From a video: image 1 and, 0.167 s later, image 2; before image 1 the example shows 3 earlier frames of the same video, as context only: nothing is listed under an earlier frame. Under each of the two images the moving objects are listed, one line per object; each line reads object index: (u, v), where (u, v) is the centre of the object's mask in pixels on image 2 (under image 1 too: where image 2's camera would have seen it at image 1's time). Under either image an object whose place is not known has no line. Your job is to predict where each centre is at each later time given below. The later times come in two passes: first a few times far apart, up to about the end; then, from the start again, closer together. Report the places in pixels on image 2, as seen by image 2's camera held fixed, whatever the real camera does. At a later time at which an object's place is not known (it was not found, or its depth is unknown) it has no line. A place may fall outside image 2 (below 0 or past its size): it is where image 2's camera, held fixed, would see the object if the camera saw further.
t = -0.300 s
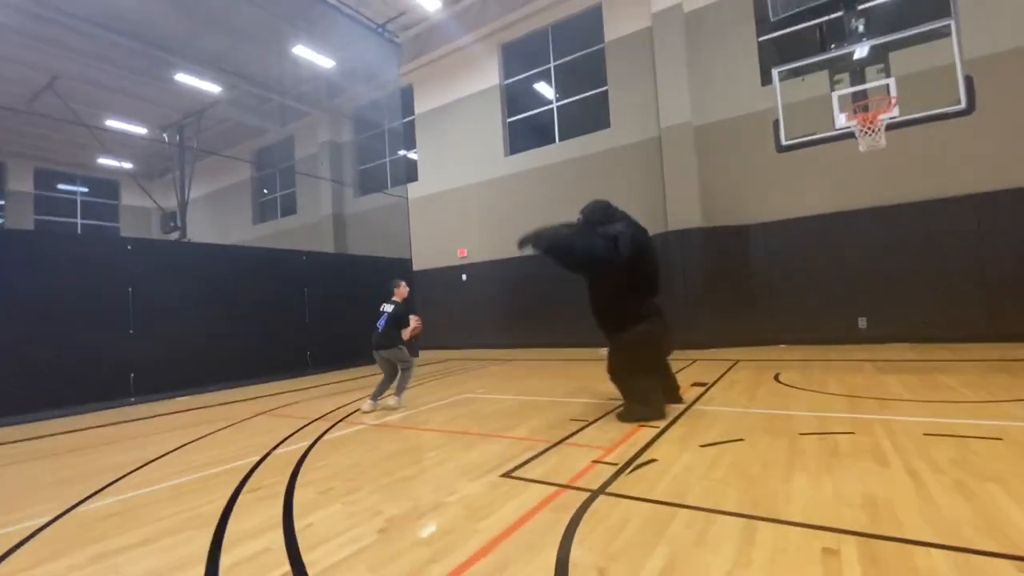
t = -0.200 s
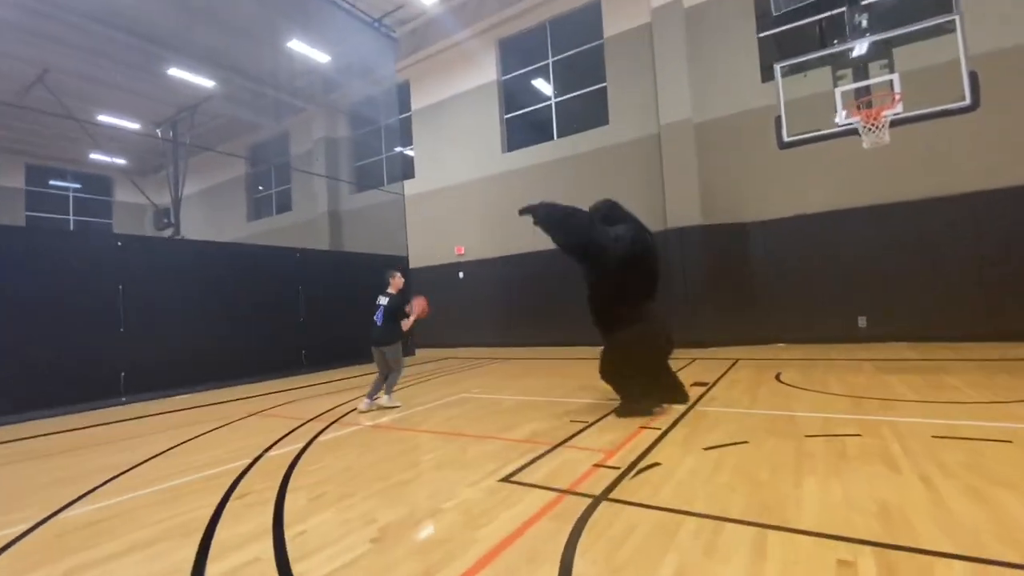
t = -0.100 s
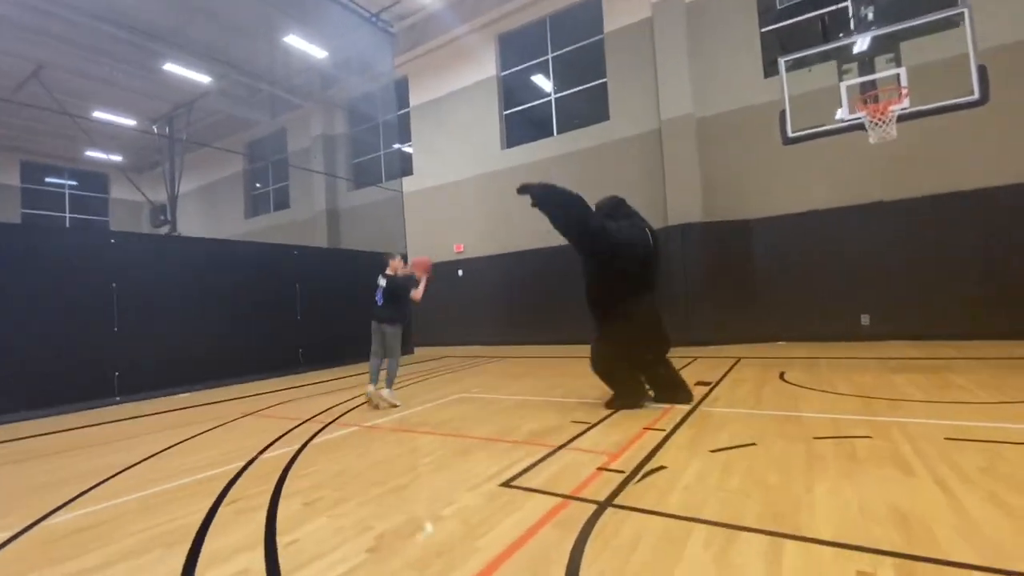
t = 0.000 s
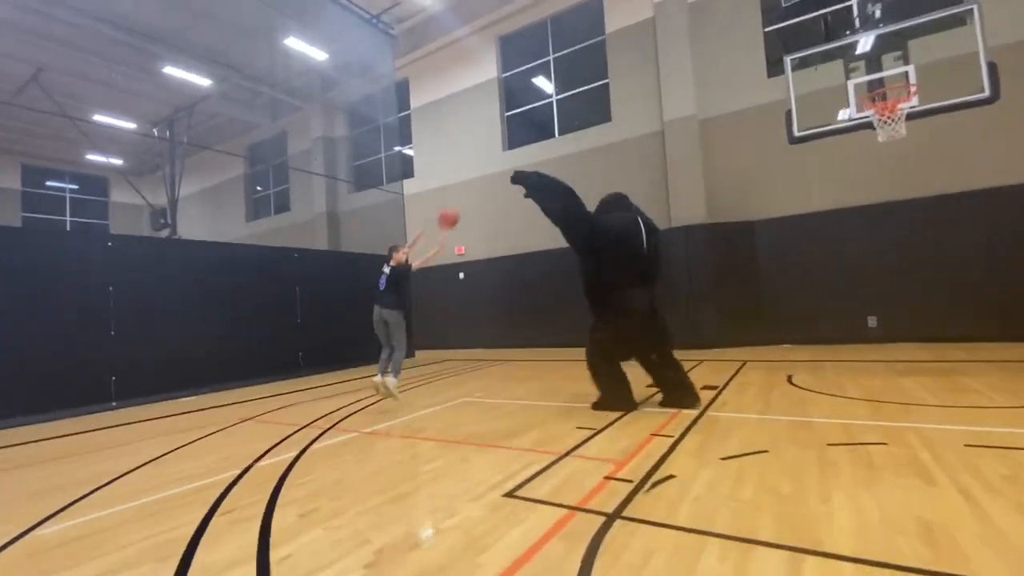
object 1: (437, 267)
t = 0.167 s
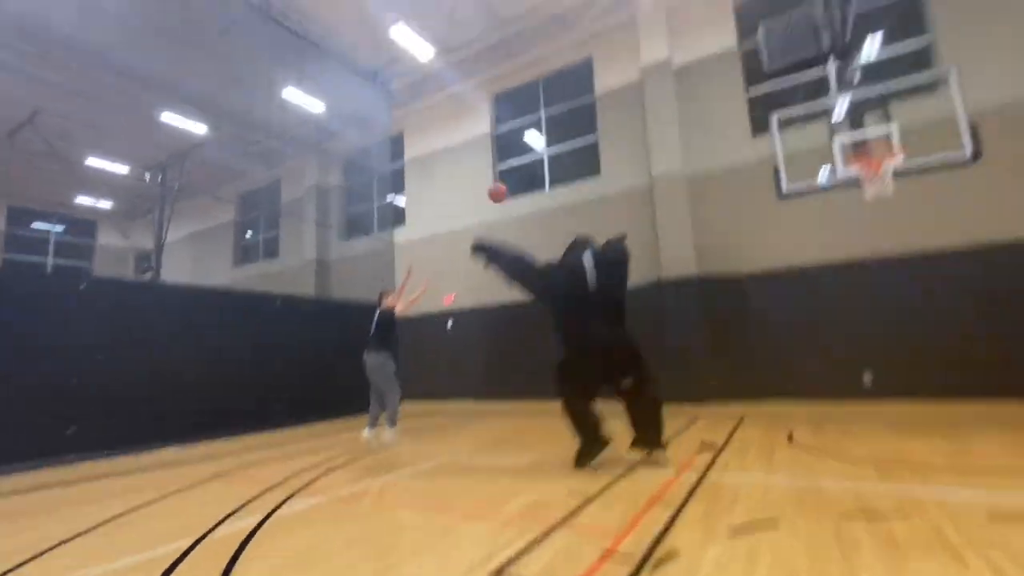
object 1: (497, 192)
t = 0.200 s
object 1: (509, 180)
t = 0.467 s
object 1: (603, 124)
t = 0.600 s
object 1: (648, 116)
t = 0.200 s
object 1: (509, 180)
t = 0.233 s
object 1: (521, 171)
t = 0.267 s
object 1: (533, 160)
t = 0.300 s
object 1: (545, 154)
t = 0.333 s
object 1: (556, 145)
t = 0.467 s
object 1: (603, 124)
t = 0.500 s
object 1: (614, 120)
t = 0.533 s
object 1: (625, 119)
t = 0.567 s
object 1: (637, 117)
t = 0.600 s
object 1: (648, 116)
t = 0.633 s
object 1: (659, 117)
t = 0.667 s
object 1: (670, 118)
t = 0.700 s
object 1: (681, 121)
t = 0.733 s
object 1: (693, 123)
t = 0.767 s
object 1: (704, 126)
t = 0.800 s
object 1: (716, 131)
